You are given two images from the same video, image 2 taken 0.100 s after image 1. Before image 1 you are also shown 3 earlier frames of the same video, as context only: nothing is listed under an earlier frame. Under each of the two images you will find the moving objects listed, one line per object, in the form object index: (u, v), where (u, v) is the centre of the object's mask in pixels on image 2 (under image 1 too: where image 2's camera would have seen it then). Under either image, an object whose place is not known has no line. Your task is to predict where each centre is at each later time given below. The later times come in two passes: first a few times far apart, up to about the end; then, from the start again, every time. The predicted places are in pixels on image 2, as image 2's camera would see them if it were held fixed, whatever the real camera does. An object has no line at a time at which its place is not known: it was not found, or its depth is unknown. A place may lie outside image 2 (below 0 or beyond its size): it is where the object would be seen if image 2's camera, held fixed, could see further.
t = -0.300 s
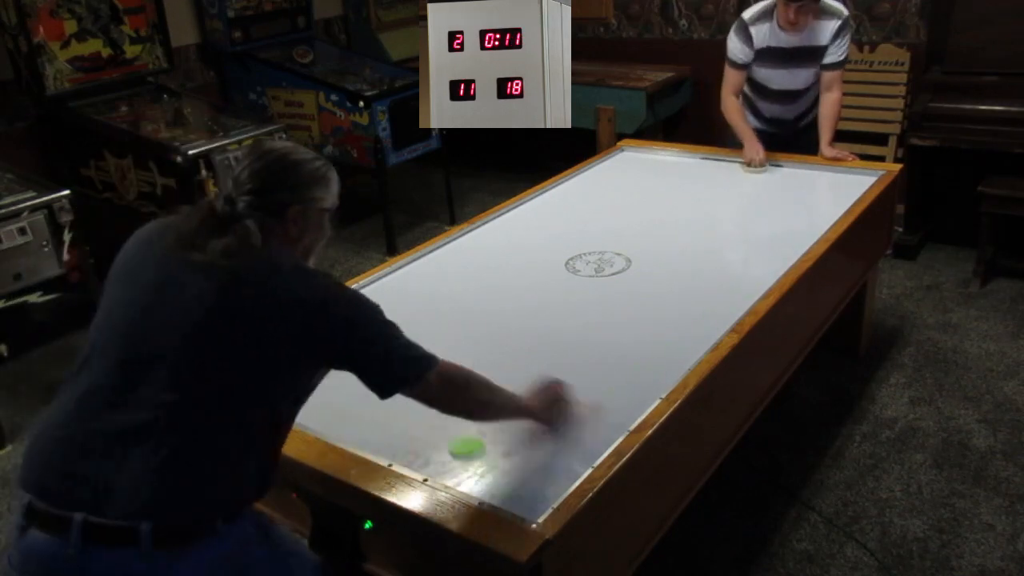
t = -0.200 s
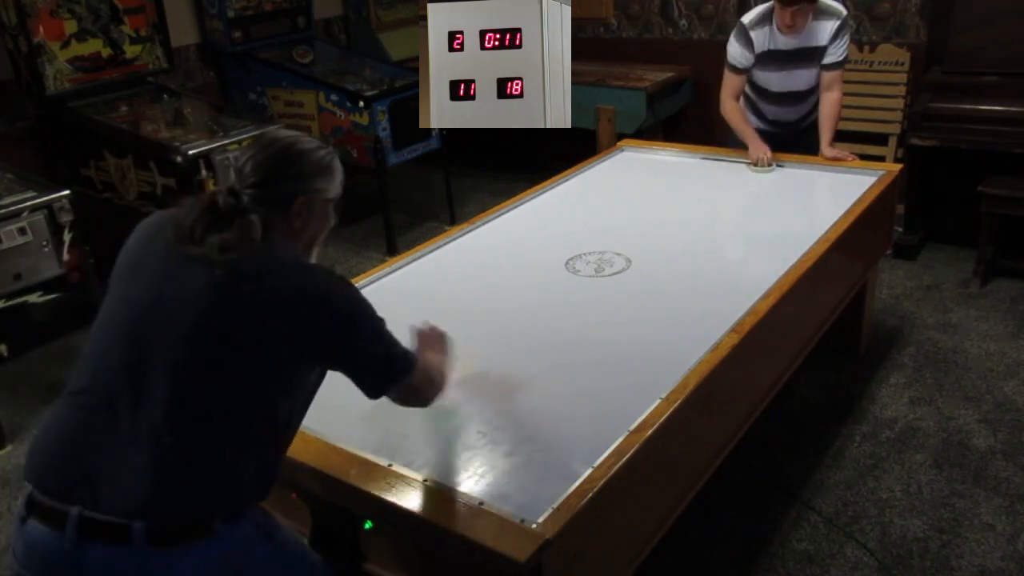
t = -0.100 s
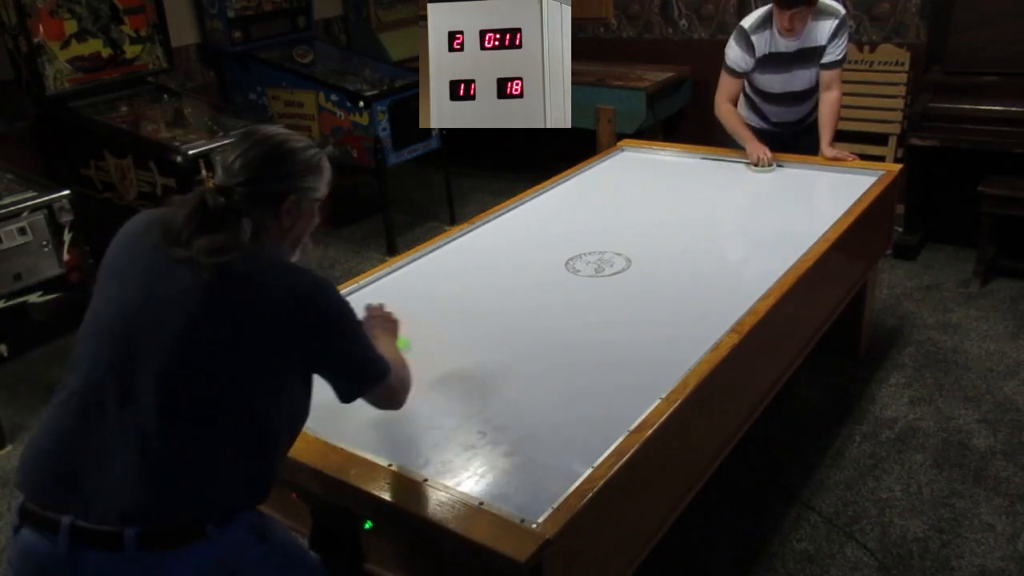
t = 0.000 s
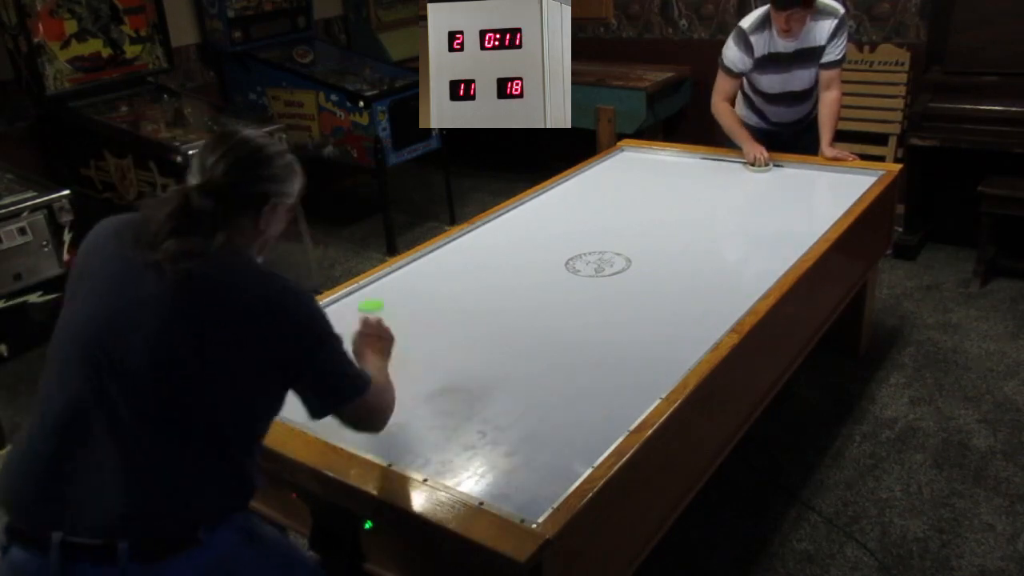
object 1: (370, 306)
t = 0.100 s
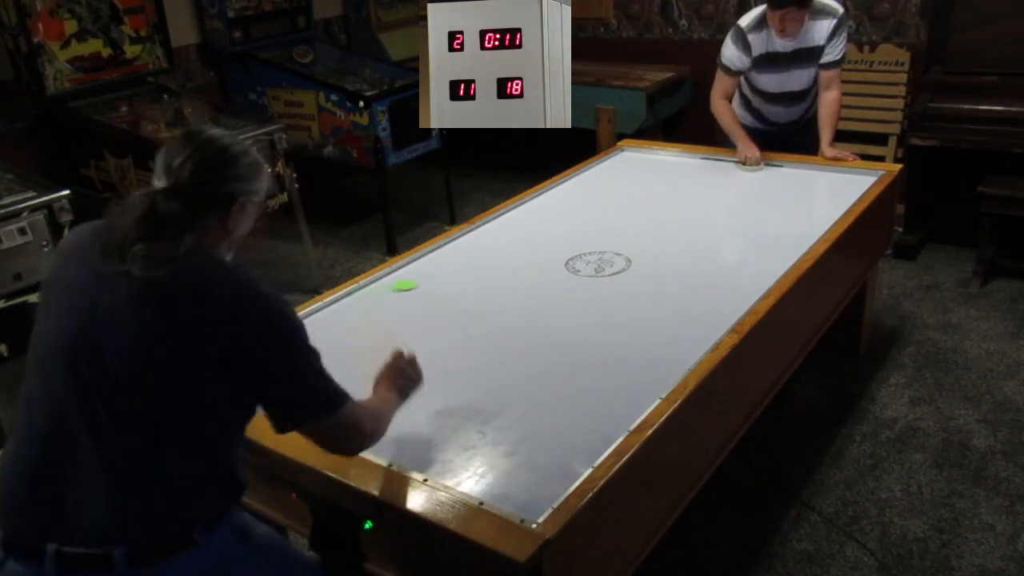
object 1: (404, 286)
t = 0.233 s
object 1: (487, 269)
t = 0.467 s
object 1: (622, 241)
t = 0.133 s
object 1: (425, 281)
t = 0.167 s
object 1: (446, 277)
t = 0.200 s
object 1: (466, 273)
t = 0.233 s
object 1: (487, 269)
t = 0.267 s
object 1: (507, 265)
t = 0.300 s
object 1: (526, 261)
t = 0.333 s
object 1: (546, 257)
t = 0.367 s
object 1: (565, 253)
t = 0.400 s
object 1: (584, 249)
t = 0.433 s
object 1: (602, 245)
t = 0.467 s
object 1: (622, 241)
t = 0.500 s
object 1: (640, 237)
